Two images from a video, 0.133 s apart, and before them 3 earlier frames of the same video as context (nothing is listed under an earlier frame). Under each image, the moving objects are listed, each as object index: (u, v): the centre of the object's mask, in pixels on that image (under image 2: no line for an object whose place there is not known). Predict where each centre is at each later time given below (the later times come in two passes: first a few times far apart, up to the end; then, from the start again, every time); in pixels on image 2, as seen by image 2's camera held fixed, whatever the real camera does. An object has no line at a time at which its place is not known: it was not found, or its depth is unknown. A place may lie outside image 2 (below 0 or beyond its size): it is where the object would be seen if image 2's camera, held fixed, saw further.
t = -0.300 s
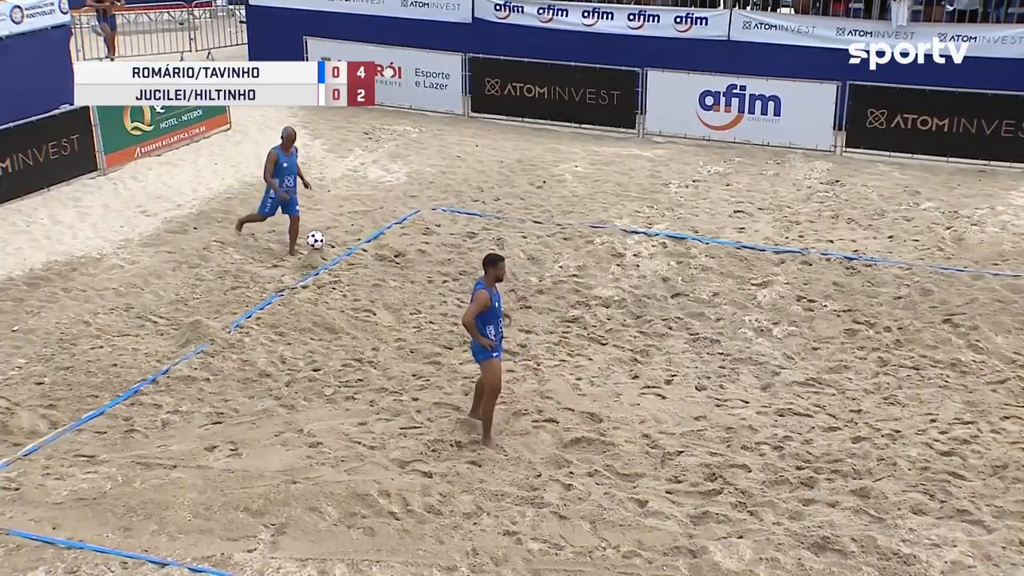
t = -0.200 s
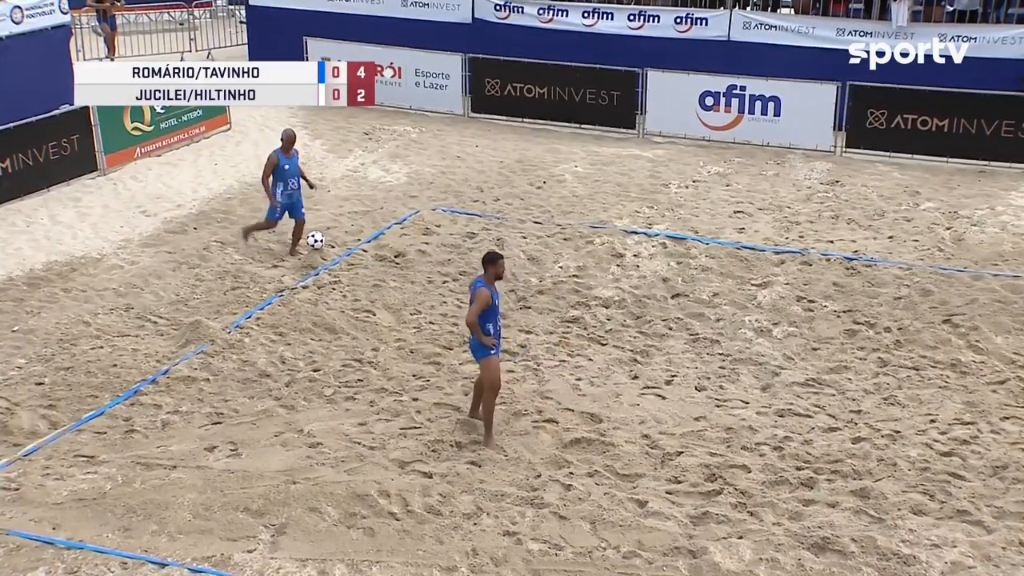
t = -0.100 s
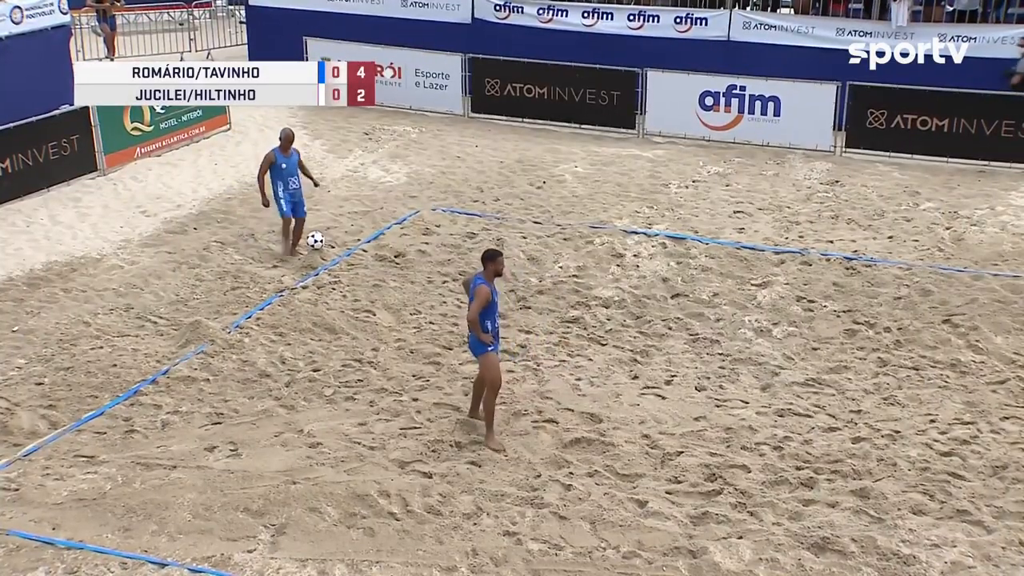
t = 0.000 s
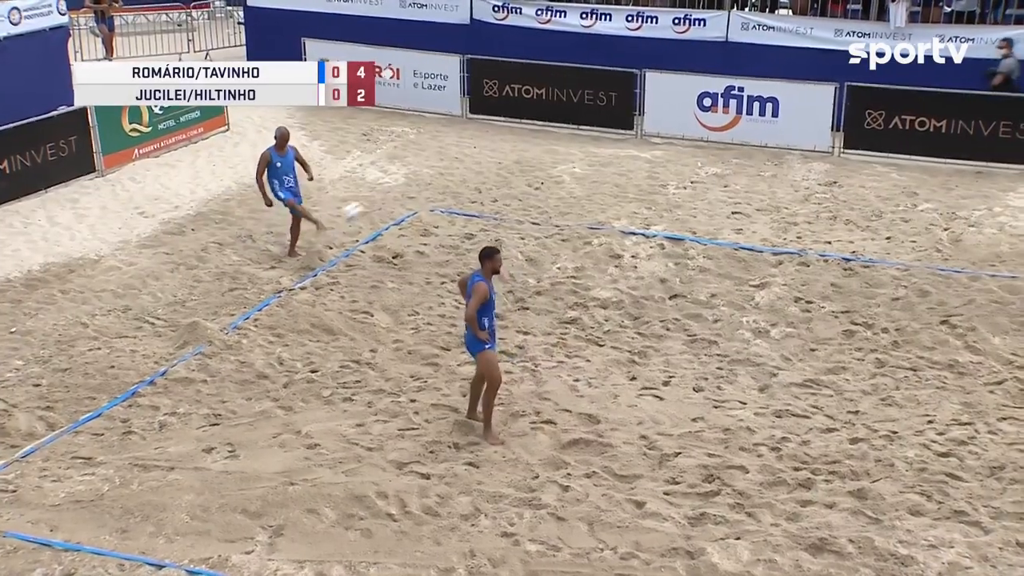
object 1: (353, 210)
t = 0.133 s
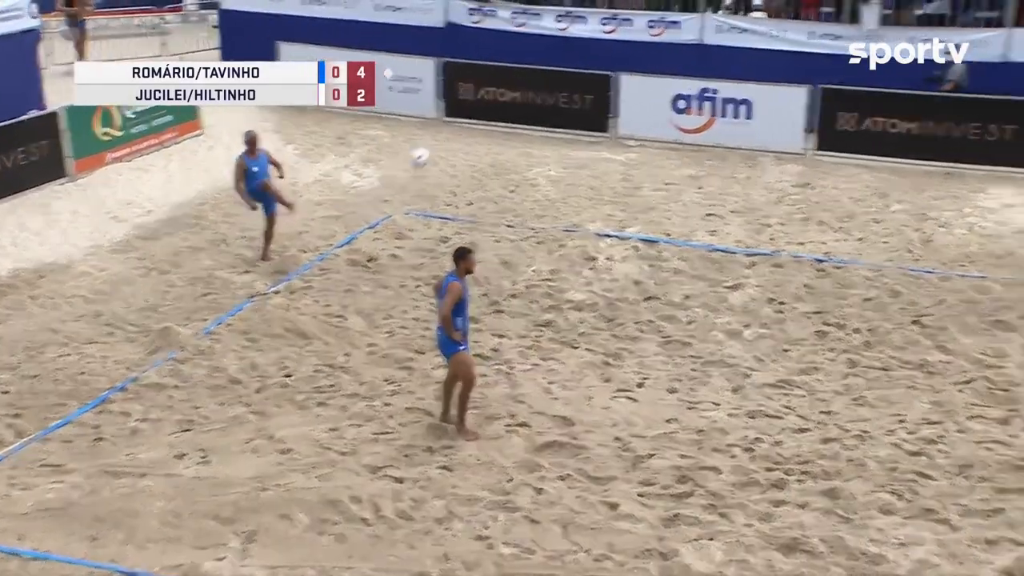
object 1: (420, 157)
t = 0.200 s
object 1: (466, 131)
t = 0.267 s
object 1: (514, 111)
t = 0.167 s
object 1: (443, 144)
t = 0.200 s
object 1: (466, 131)
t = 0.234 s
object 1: (491, 120)
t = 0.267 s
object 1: (514, 111)
